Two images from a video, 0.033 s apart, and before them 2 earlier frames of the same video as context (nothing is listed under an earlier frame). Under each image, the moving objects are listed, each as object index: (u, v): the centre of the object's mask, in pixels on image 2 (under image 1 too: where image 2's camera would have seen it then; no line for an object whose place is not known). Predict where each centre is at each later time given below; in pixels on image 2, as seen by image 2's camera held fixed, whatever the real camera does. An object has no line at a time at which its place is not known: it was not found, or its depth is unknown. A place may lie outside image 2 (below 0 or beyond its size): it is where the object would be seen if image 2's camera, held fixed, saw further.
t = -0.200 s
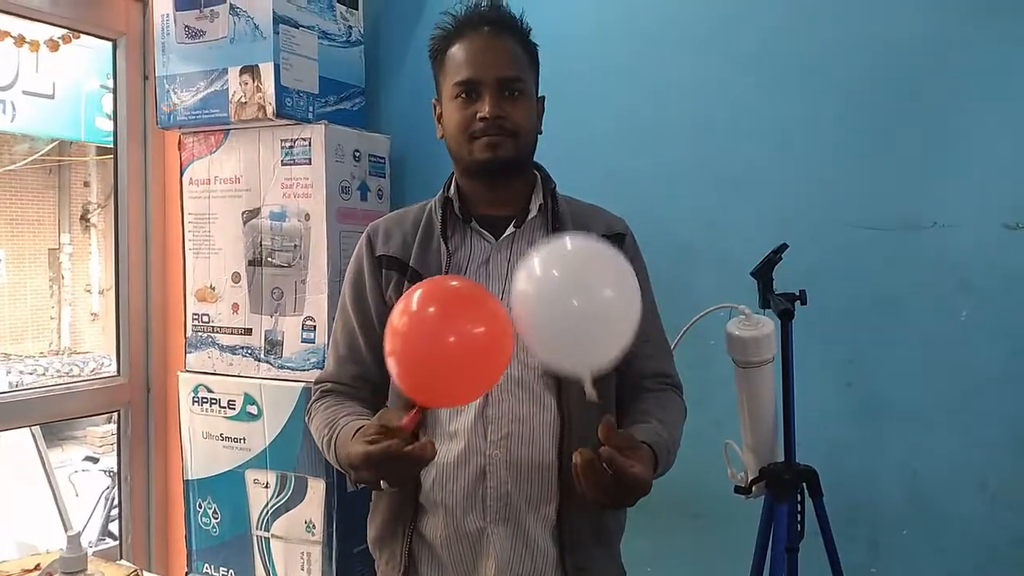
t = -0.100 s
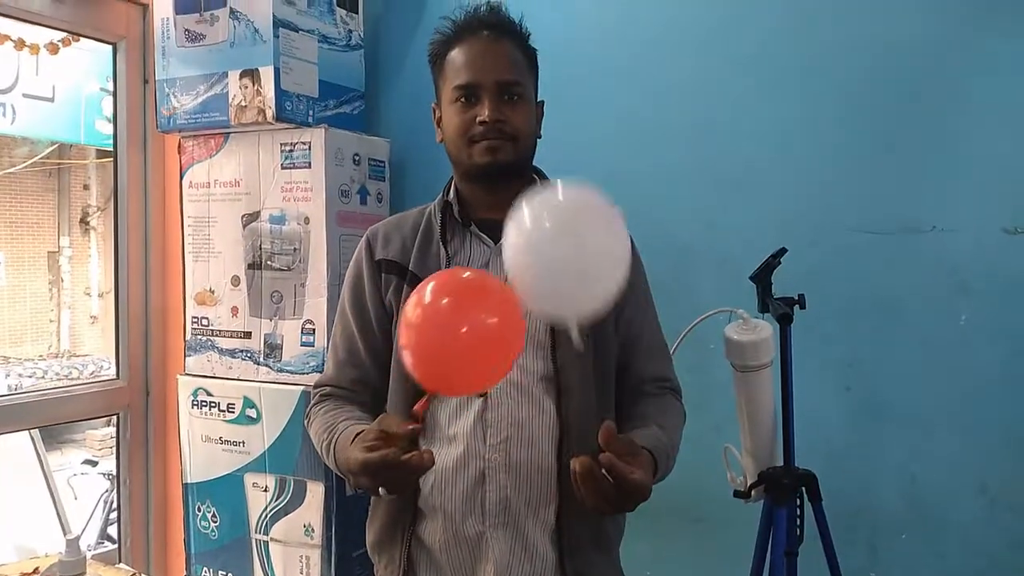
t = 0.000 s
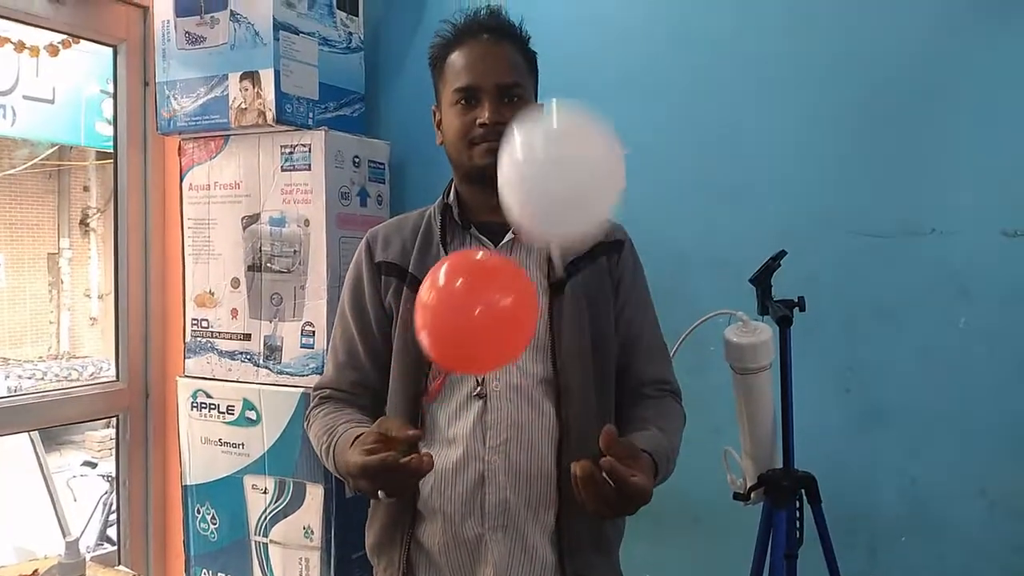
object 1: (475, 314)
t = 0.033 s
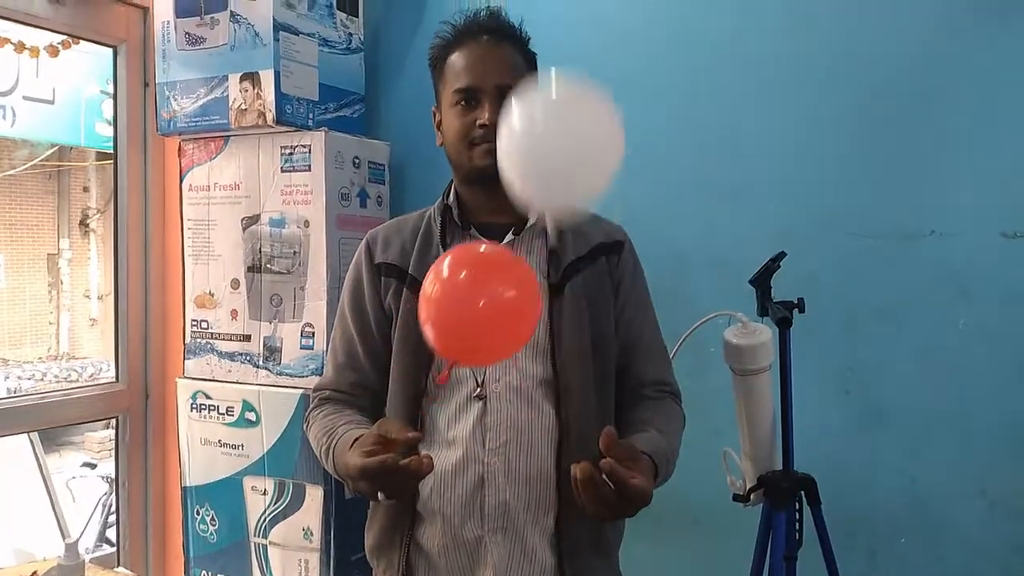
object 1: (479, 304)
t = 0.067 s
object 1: (482, 294)
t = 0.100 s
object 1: (485, 285)
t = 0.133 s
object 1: (487, 274)
